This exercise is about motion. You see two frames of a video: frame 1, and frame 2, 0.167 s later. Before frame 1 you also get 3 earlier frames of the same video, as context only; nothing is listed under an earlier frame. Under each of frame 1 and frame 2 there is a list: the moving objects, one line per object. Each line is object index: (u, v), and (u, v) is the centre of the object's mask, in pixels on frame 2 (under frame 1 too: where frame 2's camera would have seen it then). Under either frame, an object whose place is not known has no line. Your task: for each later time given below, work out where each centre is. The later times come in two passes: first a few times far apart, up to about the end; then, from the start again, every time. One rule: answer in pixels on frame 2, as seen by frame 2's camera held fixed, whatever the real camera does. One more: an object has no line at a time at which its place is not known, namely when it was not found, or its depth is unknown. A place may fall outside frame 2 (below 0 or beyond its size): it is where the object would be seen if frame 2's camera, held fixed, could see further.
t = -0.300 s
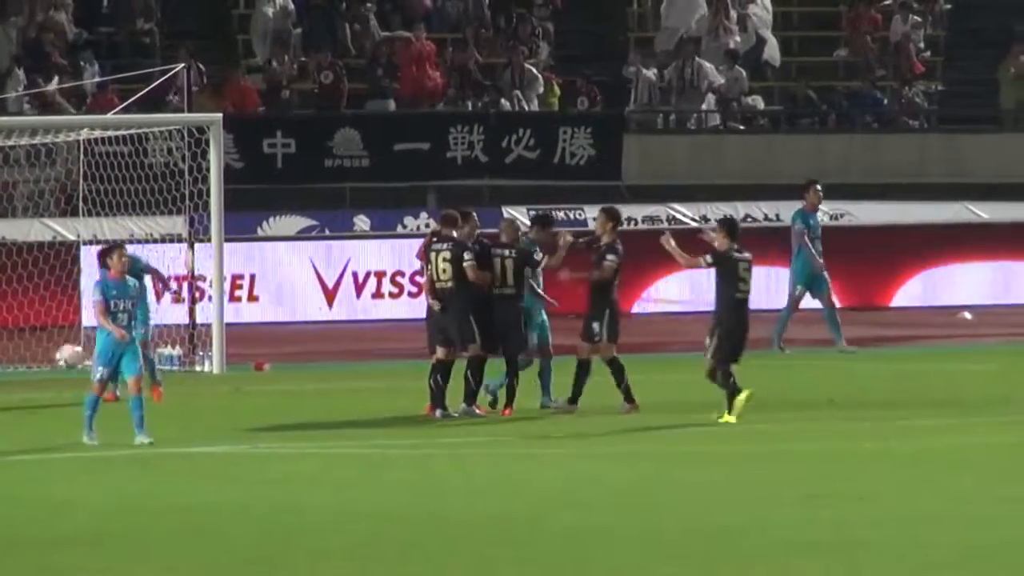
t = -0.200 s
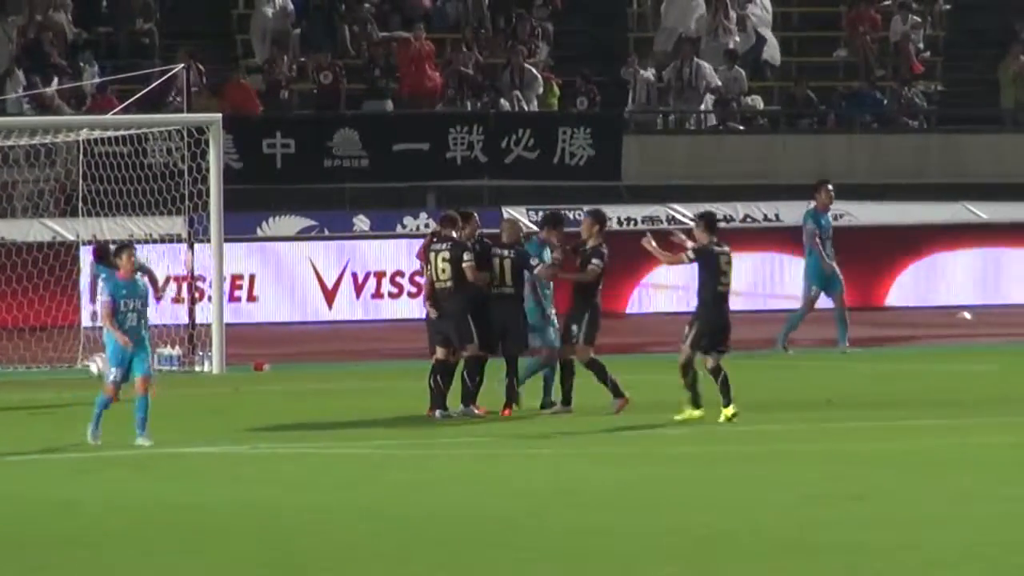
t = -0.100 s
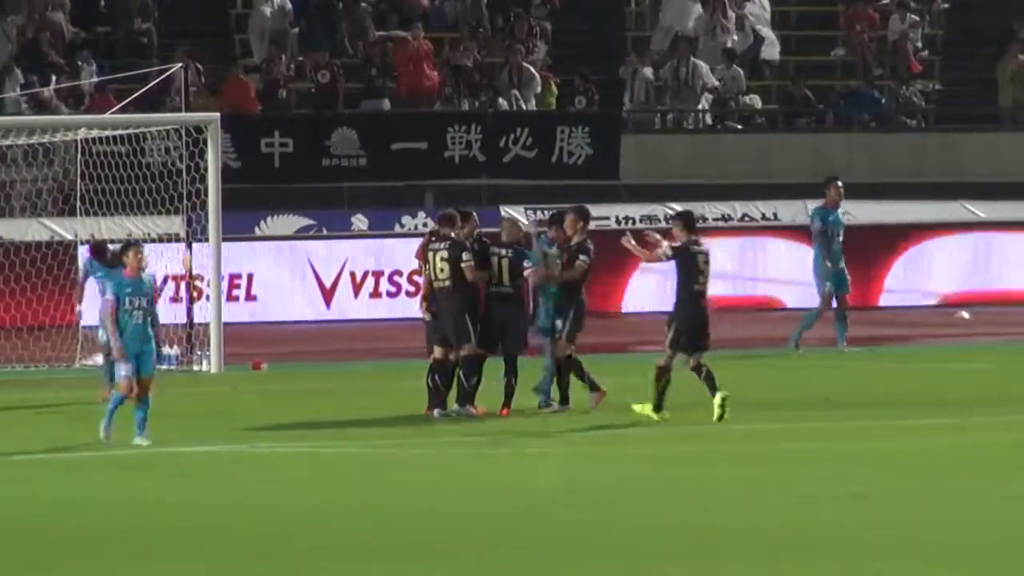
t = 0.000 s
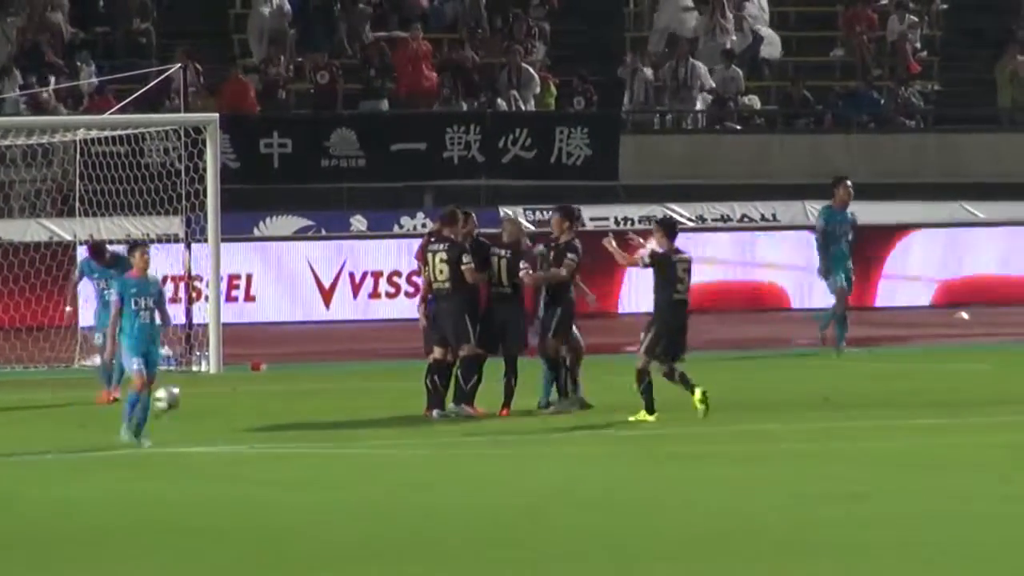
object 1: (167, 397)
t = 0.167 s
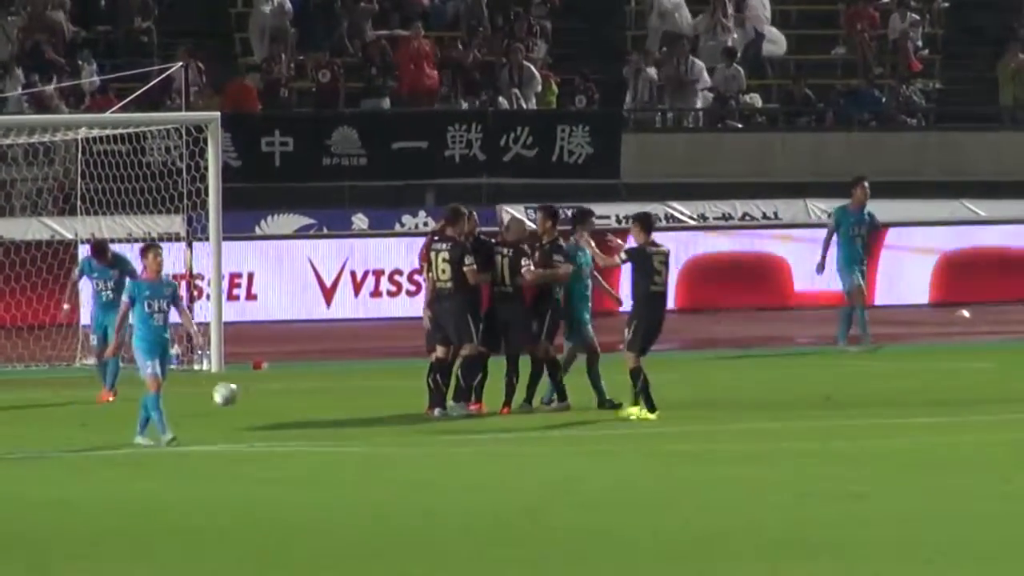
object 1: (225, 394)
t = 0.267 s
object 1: (258, 406)
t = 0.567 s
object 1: (354, 409)
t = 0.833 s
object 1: (438, 412)
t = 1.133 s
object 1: (530, 418)
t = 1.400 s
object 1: (608, 424)
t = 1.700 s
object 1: (692, 428)
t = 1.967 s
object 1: (762, 433)
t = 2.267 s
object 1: (836, 435)
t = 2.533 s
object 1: (897, 437)
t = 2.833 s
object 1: (962, 440)
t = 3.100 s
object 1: (1016, 443)
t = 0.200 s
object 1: (236, 396)
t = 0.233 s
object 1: (248, 401)
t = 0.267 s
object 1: (258, 406)
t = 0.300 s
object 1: (269, 402)
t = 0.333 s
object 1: (280, 400)
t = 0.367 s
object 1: (290, 398)
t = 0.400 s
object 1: (301, 398)
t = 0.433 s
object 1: (311, 399)
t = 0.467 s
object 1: (323, 402)
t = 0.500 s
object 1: (331, 405)
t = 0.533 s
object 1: (341, 409)
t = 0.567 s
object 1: (354, 409)
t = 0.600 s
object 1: (365, 407)
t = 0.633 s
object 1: (374, 406)
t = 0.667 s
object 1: (385, 406)
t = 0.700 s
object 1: (398, 406)
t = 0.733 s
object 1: (408, 410)
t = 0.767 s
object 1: (419, 413)
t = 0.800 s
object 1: (430, 412)
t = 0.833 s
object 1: (438, 412)
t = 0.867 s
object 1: (448, 412)
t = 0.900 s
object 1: (460, 414)
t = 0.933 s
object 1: (472, 415)
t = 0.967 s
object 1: (480, 415)
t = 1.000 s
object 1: (491, 415)
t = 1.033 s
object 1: (500, 416)
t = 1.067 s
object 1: (509, 417)
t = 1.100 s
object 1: (520, 418)
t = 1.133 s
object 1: (530, 418)
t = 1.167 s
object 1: (541, 418)
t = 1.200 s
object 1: (551, 419)
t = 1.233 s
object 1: (560, 421)
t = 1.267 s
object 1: (570, 422)
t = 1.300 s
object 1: (580, 423)
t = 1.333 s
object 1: (589, 423)
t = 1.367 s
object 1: (599, 424)
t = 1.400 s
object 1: (608, 424)
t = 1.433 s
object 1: (617, 424)
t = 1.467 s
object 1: (627, 425)
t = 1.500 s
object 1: (636, 426)
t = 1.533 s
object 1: (646, 426)
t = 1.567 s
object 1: (655, 427)
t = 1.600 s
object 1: (664, 428)
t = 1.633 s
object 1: (674, 428)
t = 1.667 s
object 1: (682, 428)
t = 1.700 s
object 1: (692, 428)
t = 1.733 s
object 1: (701, 429)
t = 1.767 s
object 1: (711, 430)
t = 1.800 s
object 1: (719, 431)
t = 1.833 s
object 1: (728, 430)
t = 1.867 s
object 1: (737, 430)
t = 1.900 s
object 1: (744, 431)
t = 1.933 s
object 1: (754, 433)
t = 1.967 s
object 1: (762, 433)
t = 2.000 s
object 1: (770, 433)
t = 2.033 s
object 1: (778, 432)
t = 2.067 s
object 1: (787, 434)
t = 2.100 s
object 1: (794, 434)
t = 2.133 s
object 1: (804, 434)
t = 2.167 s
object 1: (811, 434)
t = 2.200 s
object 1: (820, 436)
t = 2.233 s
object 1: (827, 435)
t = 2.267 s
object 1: (836, 435)
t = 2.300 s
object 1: (844, 436)
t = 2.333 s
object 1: (854, 437)
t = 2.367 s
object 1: (861, 435)
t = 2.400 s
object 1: (869, 436)
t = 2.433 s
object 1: (874, 436)
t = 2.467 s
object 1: (882, 436)
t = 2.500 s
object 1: (889, 437)
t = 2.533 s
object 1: (897, 437)
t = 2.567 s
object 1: (906, 437)
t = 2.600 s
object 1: (913, 437)
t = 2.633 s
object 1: (920, 438)
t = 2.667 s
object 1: (925, 438)
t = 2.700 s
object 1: (933, 439)
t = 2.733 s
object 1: (938, 439)
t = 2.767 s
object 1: (948, 441)
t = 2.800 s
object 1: (954, 440)
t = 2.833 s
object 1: (962, 440)
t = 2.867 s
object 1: (967, 441)
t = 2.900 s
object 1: (976, 441)
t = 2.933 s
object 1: (982, 442)
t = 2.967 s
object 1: (989, 441)
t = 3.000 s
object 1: (996, 442)
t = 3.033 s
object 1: (1003, 442)
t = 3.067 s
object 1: (1009, 442)
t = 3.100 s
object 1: (1016, 443)
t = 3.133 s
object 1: (1022, 443)
